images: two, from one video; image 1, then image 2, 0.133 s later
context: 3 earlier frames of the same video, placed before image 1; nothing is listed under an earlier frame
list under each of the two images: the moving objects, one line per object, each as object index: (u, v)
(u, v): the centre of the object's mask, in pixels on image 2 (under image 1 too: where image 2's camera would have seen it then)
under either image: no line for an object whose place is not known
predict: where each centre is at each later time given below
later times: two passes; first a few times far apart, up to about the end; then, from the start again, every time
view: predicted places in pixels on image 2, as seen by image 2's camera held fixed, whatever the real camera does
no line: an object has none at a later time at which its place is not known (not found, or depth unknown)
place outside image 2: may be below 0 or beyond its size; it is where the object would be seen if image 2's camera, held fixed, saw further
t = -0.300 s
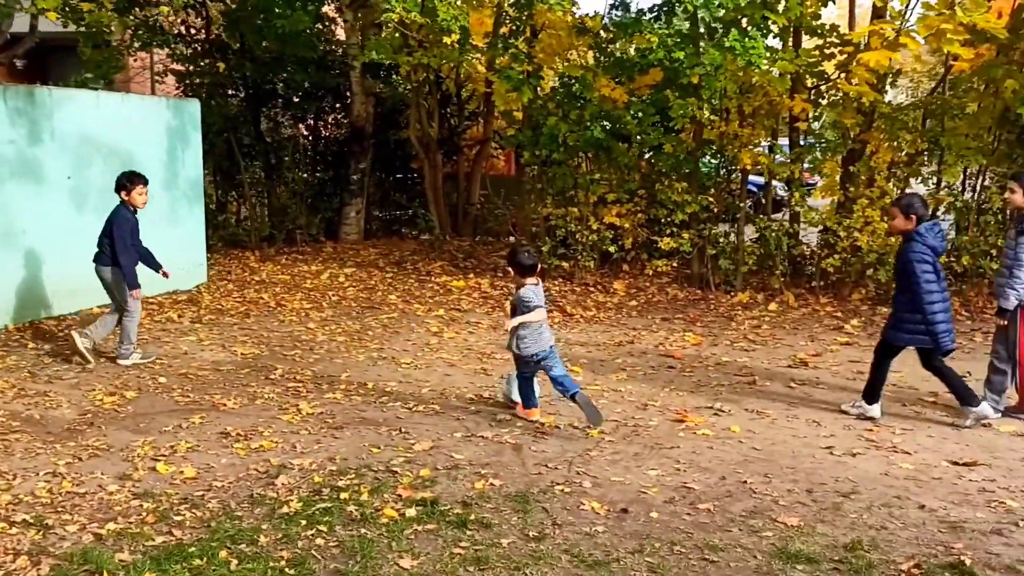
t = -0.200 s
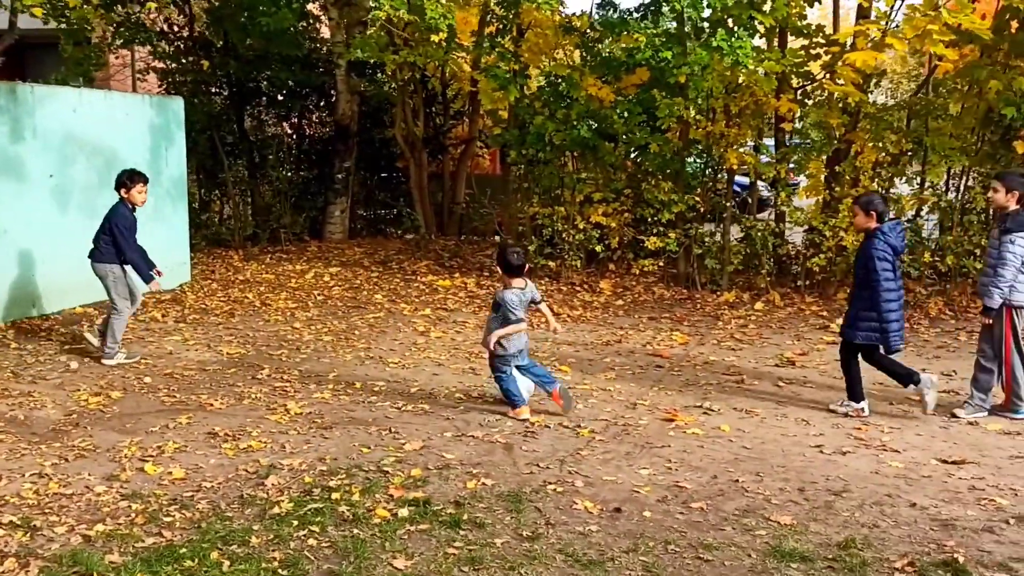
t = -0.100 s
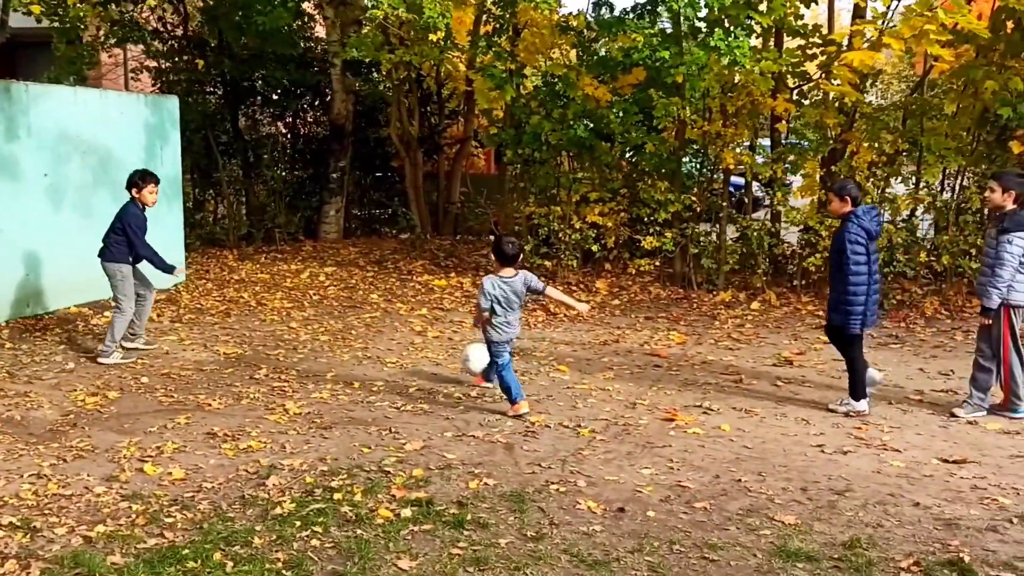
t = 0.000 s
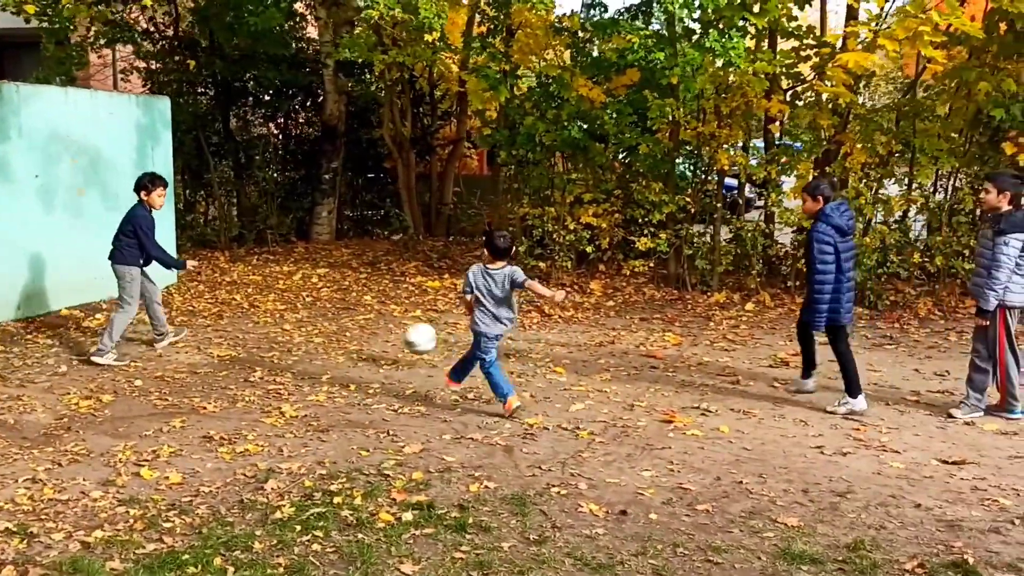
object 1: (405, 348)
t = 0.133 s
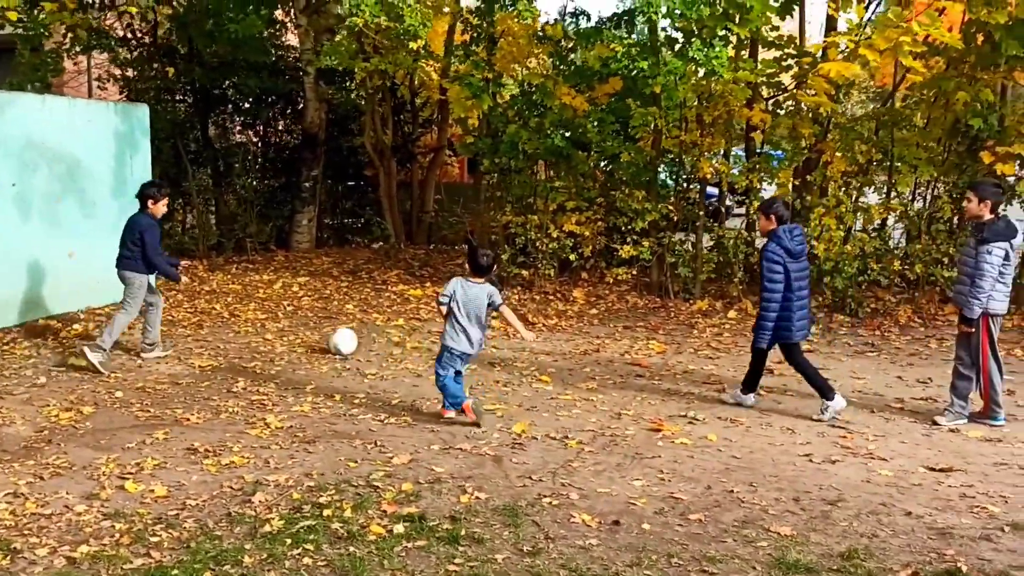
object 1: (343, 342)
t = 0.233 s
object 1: (315, 321)
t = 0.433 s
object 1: (273, 310)
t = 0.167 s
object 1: (333, 333)
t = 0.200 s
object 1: (324, 326)
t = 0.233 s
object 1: (315, 321)
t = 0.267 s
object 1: (307, 317)
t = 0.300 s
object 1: (300, 314)
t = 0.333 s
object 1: (292, 315)
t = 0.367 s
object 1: (285, 315)
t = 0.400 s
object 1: (279, 315)
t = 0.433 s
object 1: (273, 310)
